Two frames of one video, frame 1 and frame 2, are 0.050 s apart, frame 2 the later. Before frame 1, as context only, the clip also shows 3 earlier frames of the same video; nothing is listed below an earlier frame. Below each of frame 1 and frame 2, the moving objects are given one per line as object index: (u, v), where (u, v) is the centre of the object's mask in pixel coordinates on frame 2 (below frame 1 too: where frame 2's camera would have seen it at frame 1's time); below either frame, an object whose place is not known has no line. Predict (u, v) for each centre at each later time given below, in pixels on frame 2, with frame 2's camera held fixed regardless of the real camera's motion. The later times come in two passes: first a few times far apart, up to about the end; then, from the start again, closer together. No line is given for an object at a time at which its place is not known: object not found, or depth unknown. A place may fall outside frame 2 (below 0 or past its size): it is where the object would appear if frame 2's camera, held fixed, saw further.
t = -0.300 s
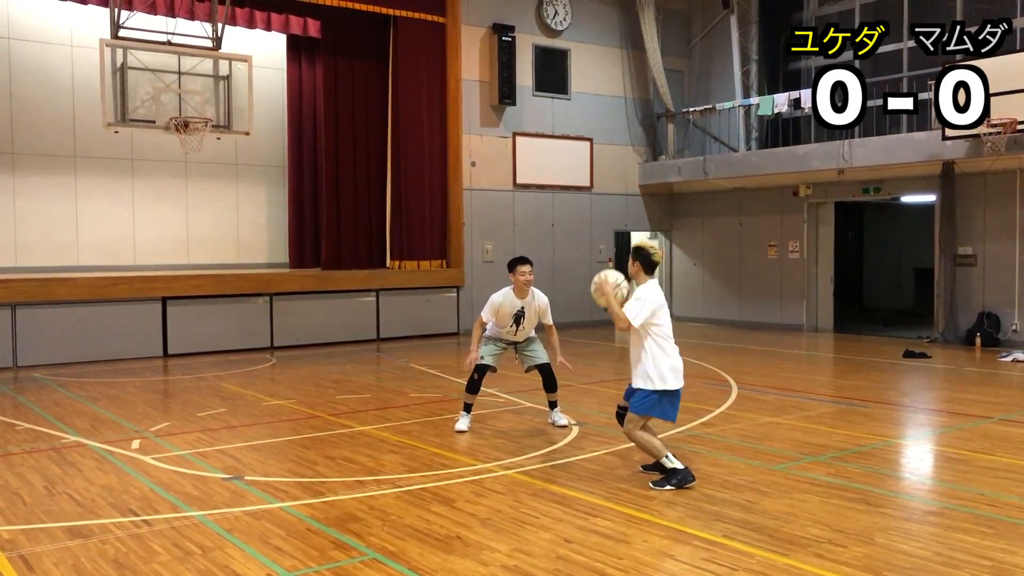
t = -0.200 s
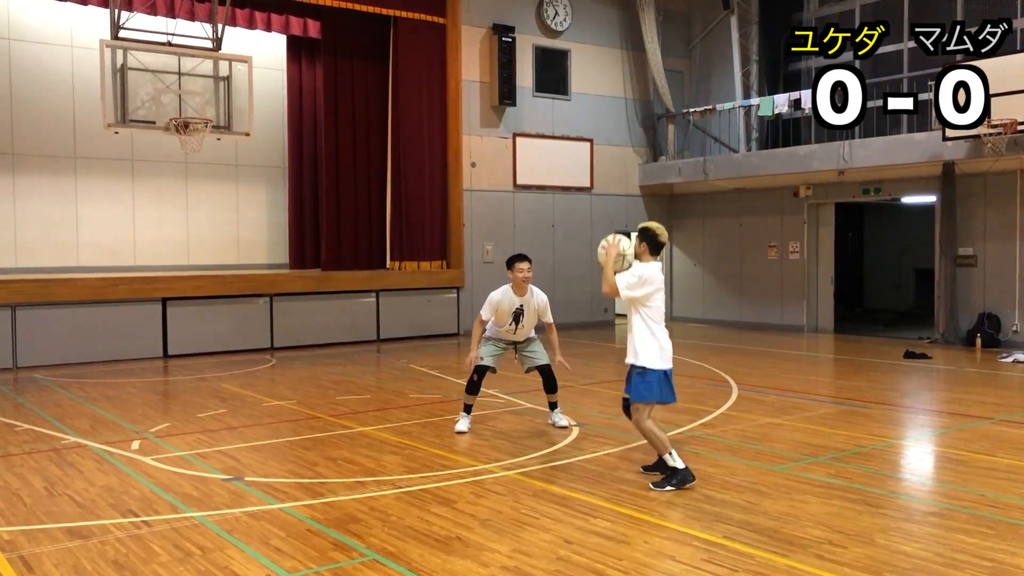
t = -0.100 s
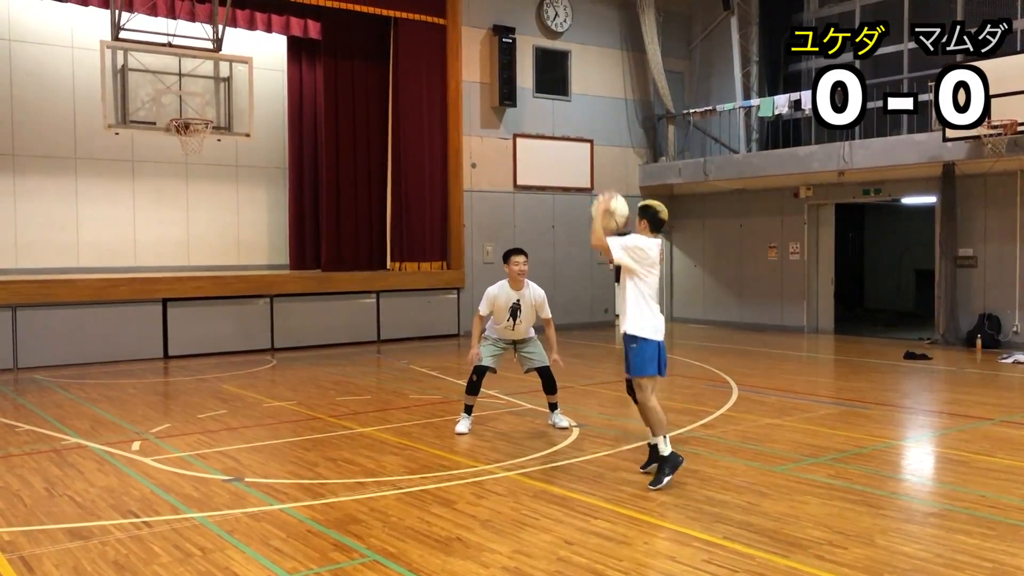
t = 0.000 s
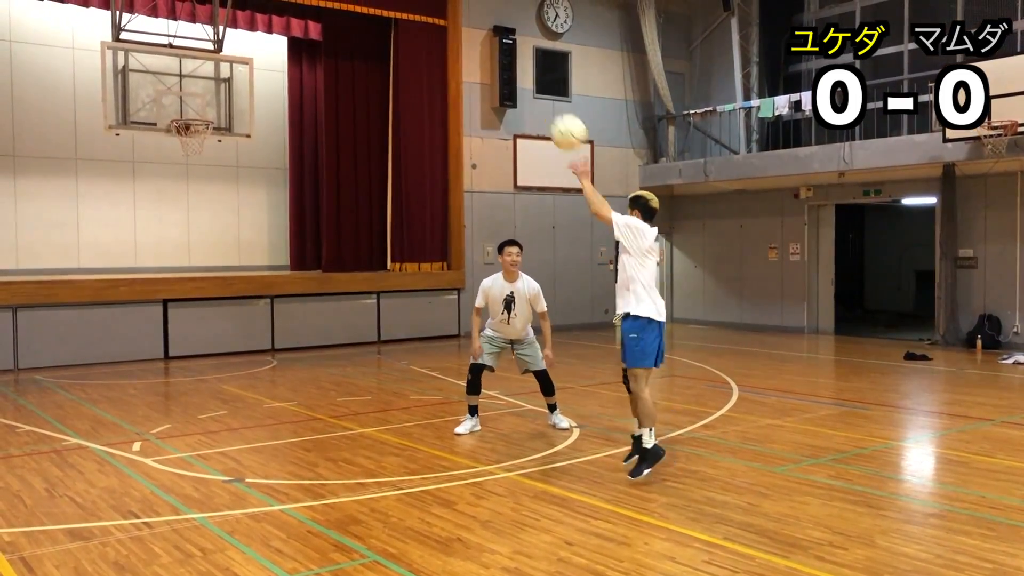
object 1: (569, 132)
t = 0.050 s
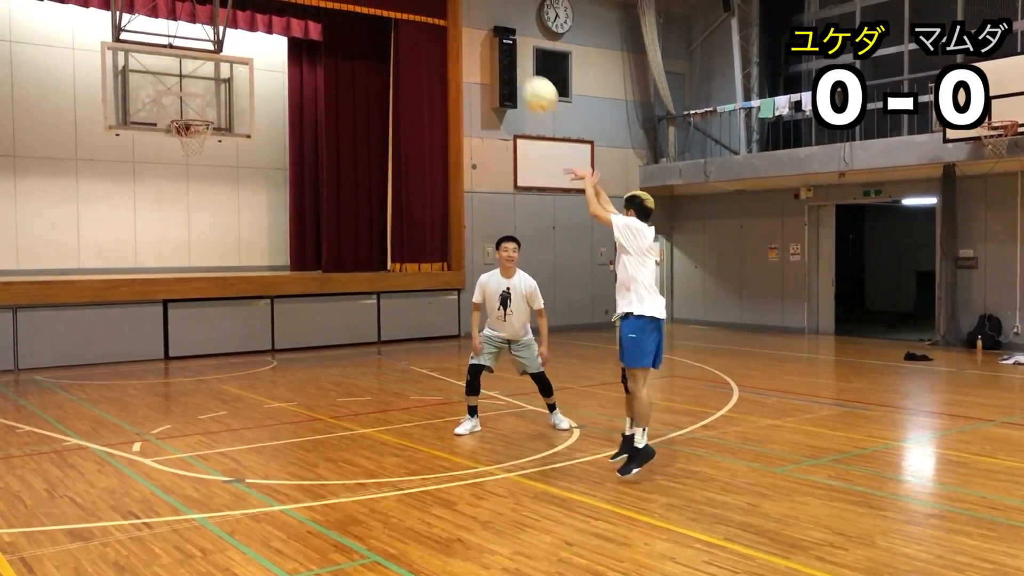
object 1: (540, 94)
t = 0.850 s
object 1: (248, 9)
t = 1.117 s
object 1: (196, 109)
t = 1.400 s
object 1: (193, 97)
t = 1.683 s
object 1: (215, 126)
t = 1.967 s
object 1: (240, 230)
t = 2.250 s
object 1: (265, 369)
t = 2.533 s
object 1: (270, 269)
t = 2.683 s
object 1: (274, 245)
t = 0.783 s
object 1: (264, 1)
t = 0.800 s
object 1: (260, 2)
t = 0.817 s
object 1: (256, 4)
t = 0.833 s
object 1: (252, 6)
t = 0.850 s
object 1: (248, 9)
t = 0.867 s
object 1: (245, 13)
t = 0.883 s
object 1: (241, 18)
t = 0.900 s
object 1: (237, 24)
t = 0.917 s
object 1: (234, 30)
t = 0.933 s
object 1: (230, 36)
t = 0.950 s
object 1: (226, 42)
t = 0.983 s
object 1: (220, 54)
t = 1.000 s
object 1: (217, 61)
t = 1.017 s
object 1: (213, 67)
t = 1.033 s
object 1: (210, 76)
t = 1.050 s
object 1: (207, 79)
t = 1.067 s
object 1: (204, 88)
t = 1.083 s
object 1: (201, 95)
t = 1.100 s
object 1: (199, 103)
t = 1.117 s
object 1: (196, 109)
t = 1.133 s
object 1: (195, 111)
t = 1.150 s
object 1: (194, 110)
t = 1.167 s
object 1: (192, 108)
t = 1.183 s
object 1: (191, 107)
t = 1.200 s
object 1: (190, 106)
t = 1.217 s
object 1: (189, 106)
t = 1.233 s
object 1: (188, 105)
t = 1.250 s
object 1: (187, 105)
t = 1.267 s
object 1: (186, 105)
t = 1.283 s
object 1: (186, 104)
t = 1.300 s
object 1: (187, 102)
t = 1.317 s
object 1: (188, 101)
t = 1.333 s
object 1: (189, 99)
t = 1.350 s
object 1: (190, 98)
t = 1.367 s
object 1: (191, 98)
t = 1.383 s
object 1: (192, 97)
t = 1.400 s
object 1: (193, 97)
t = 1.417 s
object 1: (194, 97)
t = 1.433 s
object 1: (195, 97)
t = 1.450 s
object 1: (197, 97)
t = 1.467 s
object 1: (198, 98)
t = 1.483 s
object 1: (199, 98)
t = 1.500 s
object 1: (201, 100)
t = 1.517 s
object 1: (202, 101)
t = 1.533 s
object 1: (203, 102)
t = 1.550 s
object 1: (205, 104)
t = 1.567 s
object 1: (206, 106)
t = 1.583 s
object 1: (207, 108)
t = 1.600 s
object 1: (209, 111)
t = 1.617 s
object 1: (210, 112)
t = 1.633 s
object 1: (212, 116)
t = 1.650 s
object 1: (213, 119)
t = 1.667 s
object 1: (215, 123)
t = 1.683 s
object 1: (215, 126)
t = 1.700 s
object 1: (217, 131)
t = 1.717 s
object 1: (218, 135)
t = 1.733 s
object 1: (219, 140)
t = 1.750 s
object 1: (221, 144)
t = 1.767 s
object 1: (223, 149)
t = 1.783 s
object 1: (223, 154)
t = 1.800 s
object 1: (226, 161)
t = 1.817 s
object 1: (227, 166)
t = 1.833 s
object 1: (228, 172)
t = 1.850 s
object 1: (229, 179)
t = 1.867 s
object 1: (231, 185)
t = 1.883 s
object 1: (233, 192)
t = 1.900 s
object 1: (234, 199)
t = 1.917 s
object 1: (236, 206)
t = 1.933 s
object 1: (237, 214)
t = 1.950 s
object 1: (239, 223)
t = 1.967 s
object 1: (240, 230)
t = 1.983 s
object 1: (242, 239)
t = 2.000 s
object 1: (244, 248)
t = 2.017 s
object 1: (245, 257)
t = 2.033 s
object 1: (246, 266)
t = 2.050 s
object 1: (248, 276)
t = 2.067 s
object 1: (249, 286)
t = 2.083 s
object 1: (251, 295)
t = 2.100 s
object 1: (253, 305)
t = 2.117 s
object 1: (255, 317)
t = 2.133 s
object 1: (256, 327)
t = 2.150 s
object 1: (258, 338)
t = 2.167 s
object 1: (260, 350)
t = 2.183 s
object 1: (261, 362)
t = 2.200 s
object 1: (263, 373)
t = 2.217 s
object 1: (264, 385)
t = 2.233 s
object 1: (265, 377)
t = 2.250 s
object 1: (265, 369)
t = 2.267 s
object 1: (265, 361)
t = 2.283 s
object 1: (266, 354)
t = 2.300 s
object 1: (266, 348)
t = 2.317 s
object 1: (266, 340)
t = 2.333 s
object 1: (266, 333)
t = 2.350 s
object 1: (266, 327)
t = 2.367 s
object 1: (267, 320)
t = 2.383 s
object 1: (267, 314)
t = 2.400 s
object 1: (267, 308)
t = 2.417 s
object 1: (268, 302)
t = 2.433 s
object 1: (268, 297)
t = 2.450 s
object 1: (268, 292)
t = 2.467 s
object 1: (269, 286)
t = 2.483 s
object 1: (269, 282)
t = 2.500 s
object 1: (270, 277)
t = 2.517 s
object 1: (270, 273)
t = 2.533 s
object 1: (270, 269)
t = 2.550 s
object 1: (270, 265)
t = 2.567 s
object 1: (271, 262)
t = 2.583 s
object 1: (271, 259)
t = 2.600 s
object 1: (272, 256)
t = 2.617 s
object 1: (272, 253)
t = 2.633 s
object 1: (272, 251)
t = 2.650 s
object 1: (273, 249)
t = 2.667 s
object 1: (273, 247)
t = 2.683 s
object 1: (274, 245)
